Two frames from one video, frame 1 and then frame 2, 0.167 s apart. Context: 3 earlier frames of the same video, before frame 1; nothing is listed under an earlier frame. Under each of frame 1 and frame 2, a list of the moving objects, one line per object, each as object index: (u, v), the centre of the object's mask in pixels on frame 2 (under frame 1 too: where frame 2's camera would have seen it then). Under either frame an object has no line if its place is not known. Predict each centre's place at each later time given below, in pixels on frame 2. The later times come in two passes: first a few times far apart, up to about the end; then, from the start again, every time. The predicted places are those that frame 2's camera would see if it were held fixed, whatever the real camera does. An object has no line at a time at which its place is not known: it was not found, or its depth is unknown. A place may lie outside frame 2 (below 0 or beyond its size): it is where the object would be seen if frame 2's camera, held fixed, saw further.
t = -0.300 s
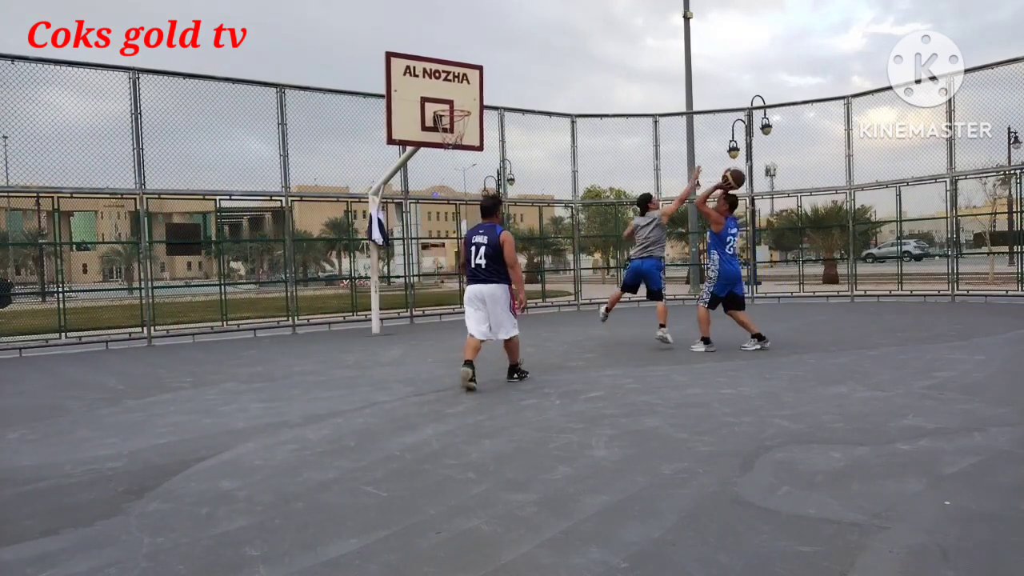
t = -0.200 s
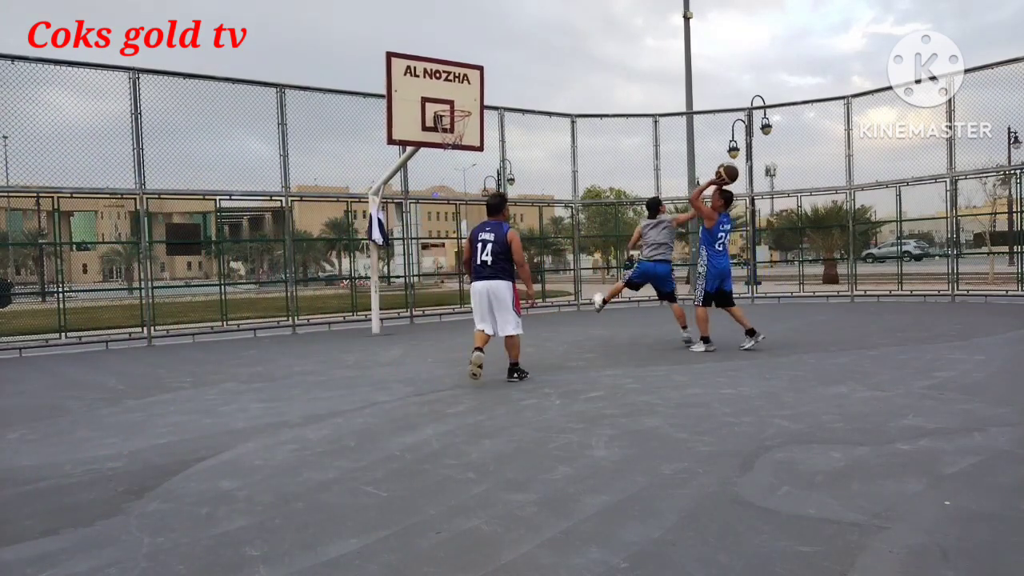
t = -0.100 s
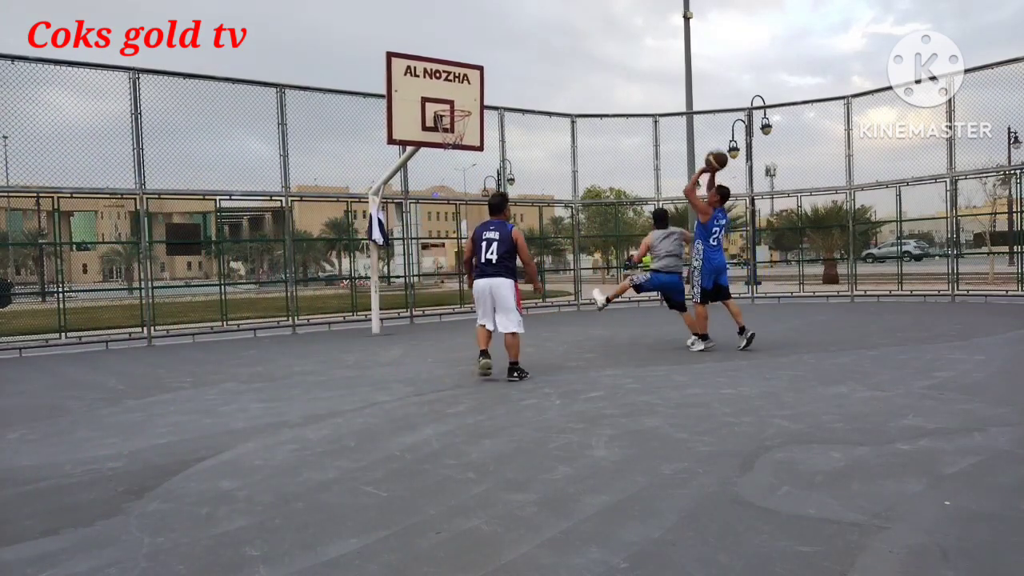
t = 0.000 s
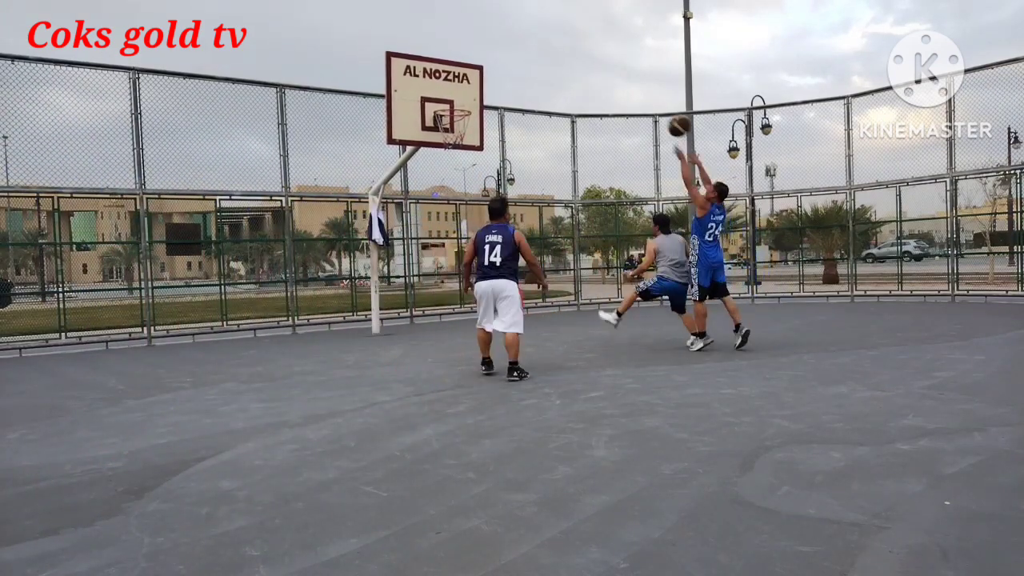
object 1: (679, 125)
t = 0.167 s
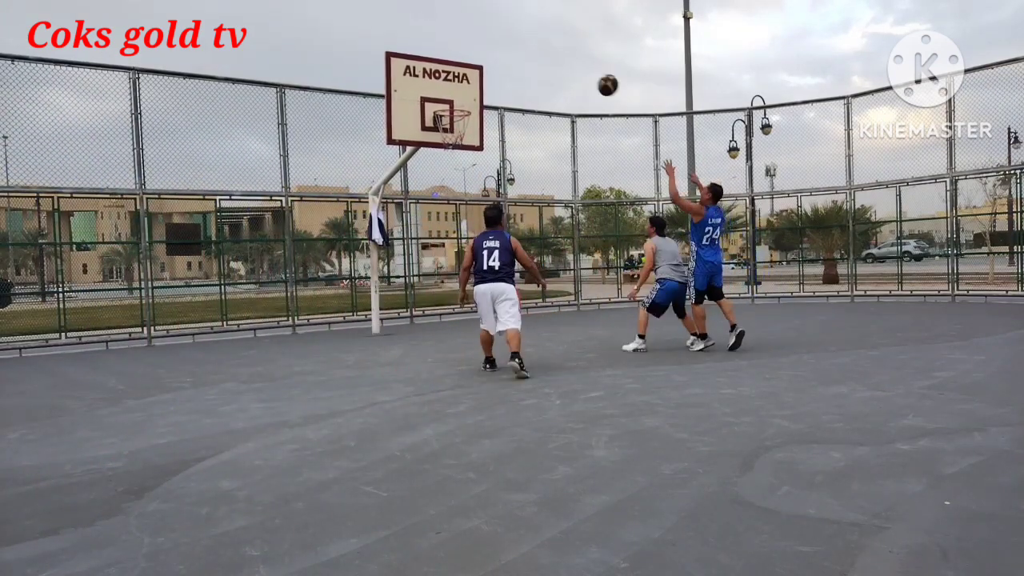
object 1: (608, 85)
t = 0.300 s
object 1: (556, 71)
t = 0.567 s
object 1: (463, 89)
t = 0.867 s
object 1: (403, 95)
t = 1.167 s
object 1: (399, 110)
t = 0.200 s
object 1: (594, 80)
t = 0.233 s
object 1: (581, 76)
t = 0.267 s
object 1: (568, 73)
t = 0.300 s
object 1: (556, 71)
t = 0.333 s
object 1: (543, 71)
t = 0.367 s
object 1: (531, 71)
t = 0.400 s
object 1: (520, 71)
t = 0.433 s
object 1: (508, 73)
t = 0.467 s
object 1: (496, 76)
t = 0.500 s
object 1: (485, 79)
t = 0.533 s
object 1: (473, 84)
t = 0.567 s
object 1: (463, 89)
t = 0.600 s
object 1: (452, 94)
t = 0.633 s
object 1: (442, 100)
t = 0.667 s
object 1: (437, 97)
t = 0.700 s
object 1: (431, 95)
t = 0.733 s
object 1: (424, 93)
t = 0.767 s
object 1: (418, 93)
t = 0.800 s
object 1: (412, 93)
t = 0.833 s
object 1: (407, 94)
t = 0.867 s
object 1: (403, 95)
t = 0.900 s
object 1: (402, 93)
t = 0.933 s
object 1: (402, 92)
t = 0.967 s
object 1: (401, 92)
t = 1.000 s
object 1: (400, 93)
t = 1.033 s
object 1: (400, 94)
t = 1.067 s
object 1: (400, 96)
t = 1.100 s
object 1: (399, 100)
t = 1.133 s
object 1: (400, 105)
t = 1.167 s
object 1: (399, 110)
